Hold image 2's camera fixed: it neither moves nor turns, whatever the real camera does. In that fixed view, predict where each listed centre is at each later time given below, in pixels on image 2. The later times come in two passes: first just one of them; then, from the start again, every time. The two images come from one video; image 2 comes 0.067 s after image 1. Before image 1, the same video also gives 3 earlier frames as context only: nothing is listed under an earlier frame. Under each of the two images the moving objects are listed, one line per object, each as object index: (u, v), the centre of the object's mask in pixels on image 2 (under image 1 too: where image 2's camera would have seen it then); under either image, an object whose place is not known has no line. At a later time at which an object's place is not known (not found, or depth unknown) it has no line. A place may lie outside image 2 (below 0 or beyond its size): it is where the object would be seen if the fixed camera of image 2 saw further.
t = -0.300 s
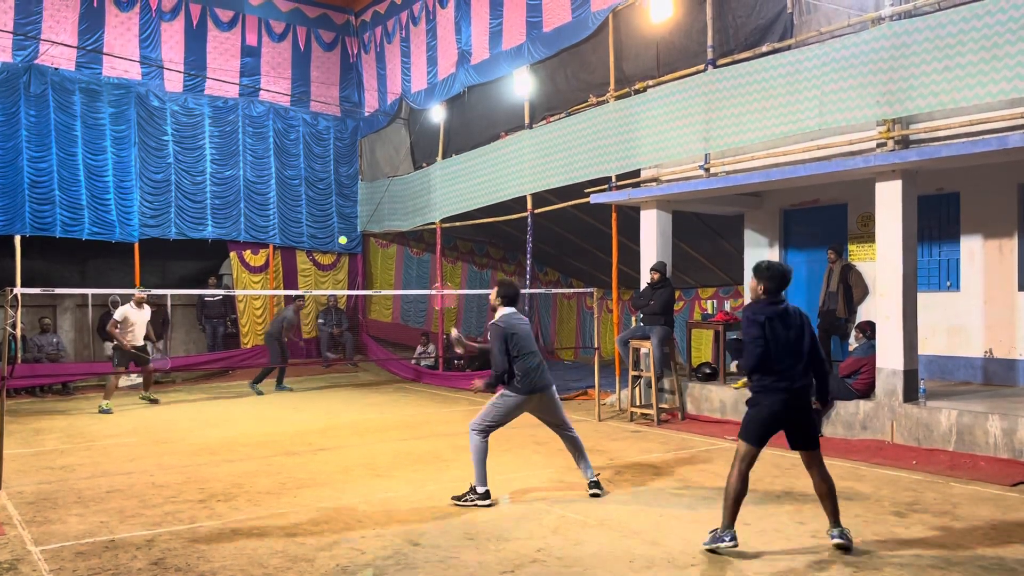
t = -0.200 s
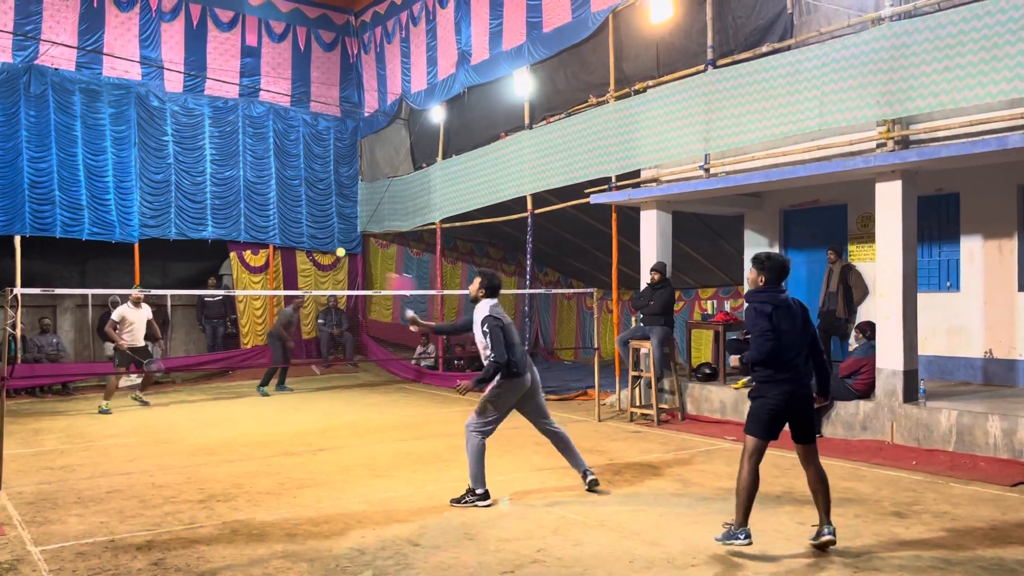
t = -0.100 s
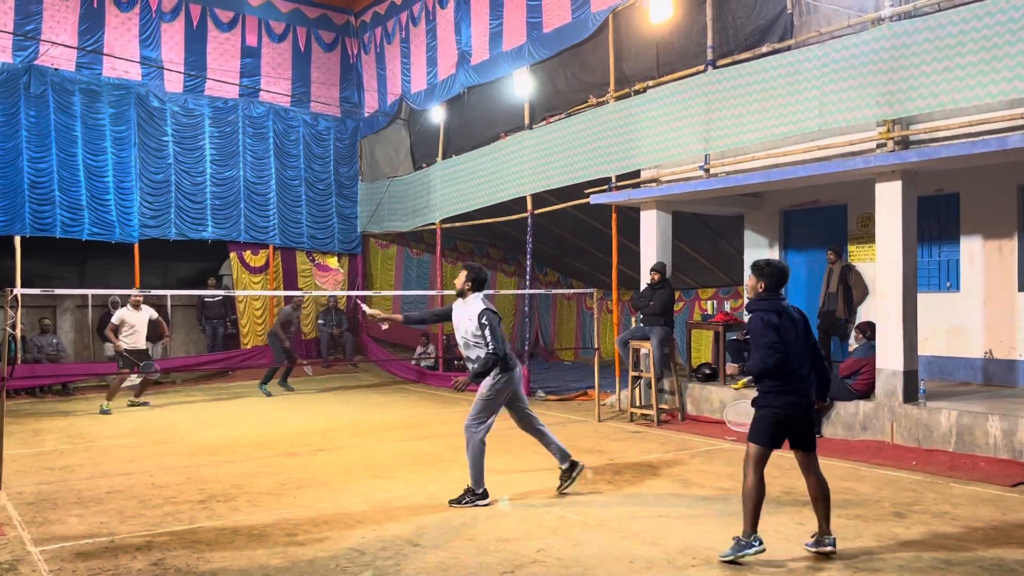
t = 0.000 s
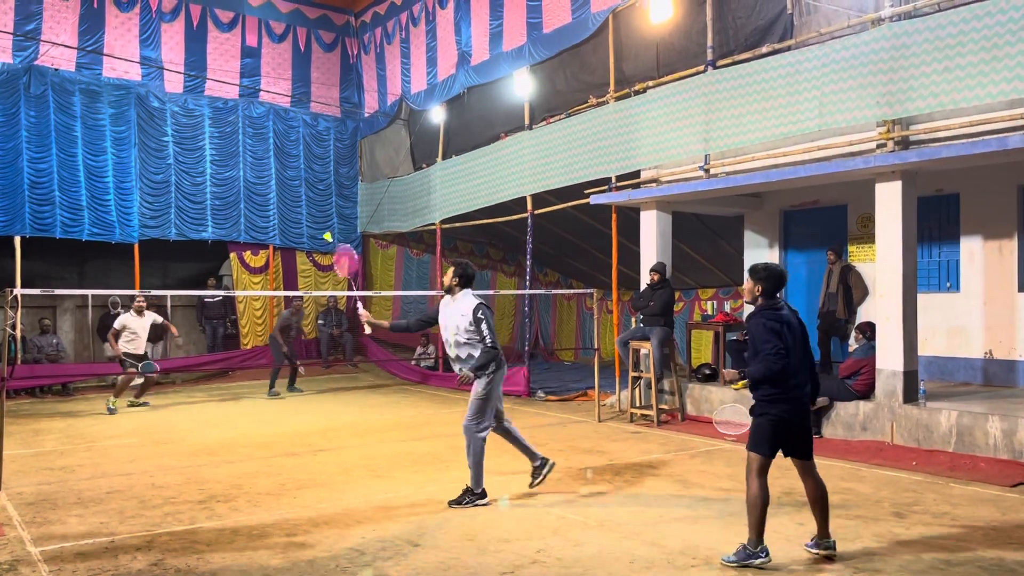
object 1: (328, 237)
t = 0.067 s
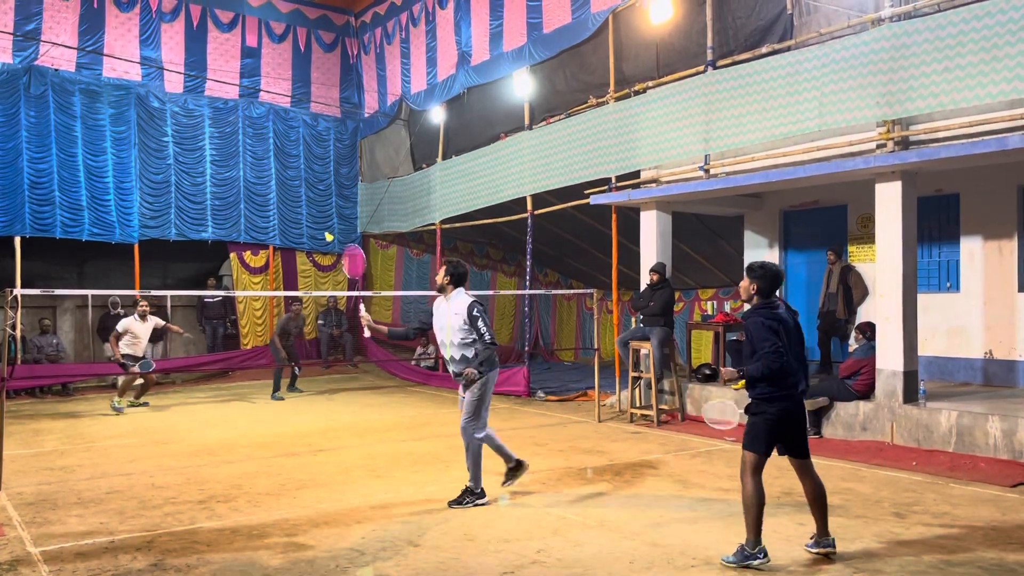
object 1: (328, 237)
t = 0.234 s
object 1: (318, 239)
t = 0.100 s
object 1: (327, 236)
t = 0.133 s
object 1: (326, 236)
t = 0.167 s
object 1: (324, 236)
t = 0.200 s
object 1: (320, 236)
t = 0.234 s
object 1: (318, 239)
